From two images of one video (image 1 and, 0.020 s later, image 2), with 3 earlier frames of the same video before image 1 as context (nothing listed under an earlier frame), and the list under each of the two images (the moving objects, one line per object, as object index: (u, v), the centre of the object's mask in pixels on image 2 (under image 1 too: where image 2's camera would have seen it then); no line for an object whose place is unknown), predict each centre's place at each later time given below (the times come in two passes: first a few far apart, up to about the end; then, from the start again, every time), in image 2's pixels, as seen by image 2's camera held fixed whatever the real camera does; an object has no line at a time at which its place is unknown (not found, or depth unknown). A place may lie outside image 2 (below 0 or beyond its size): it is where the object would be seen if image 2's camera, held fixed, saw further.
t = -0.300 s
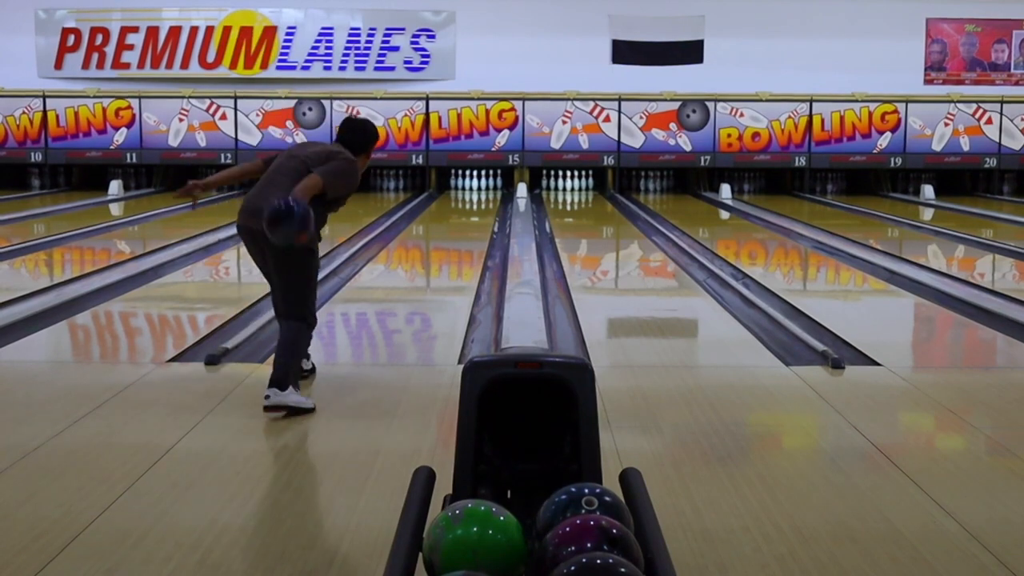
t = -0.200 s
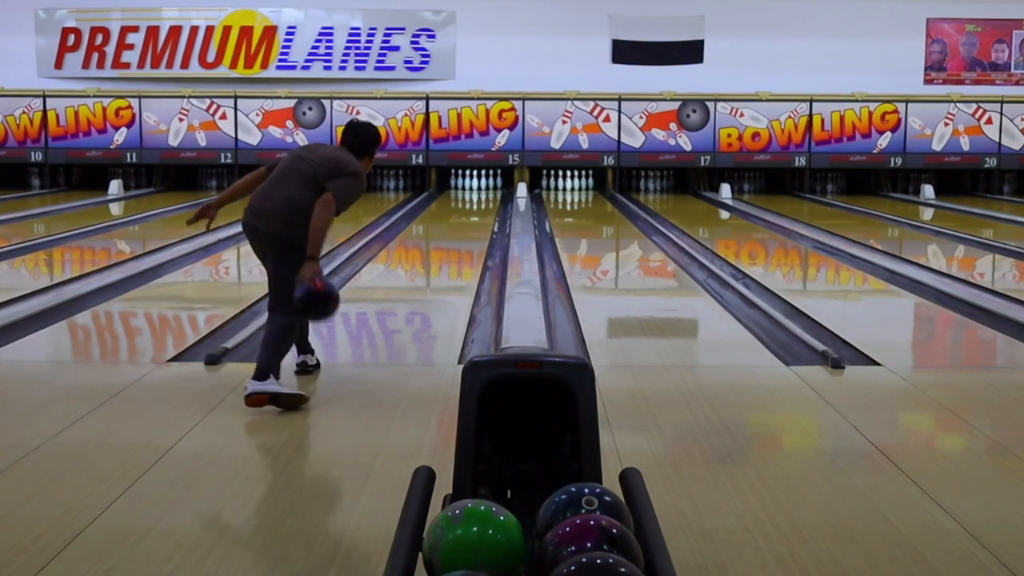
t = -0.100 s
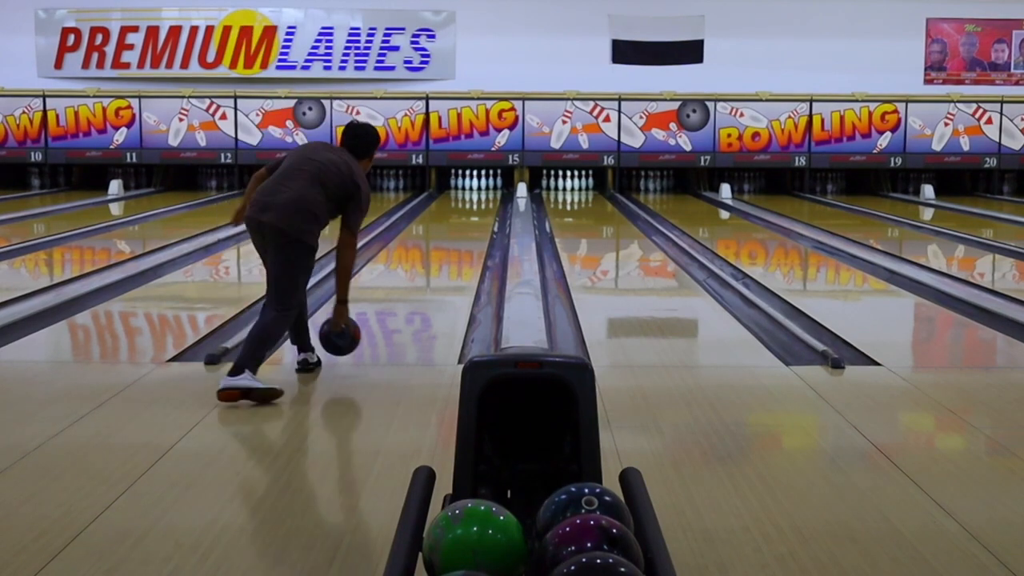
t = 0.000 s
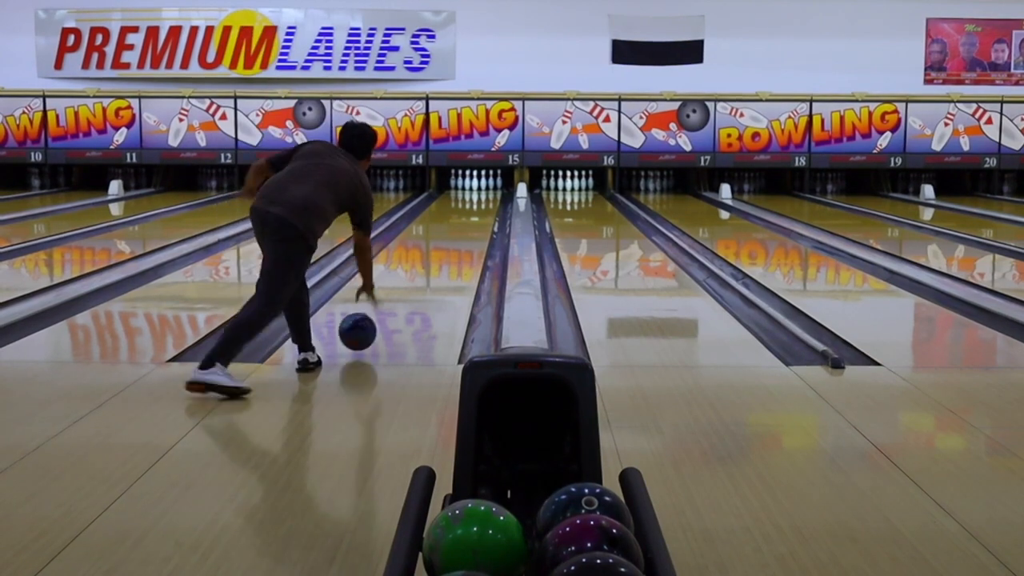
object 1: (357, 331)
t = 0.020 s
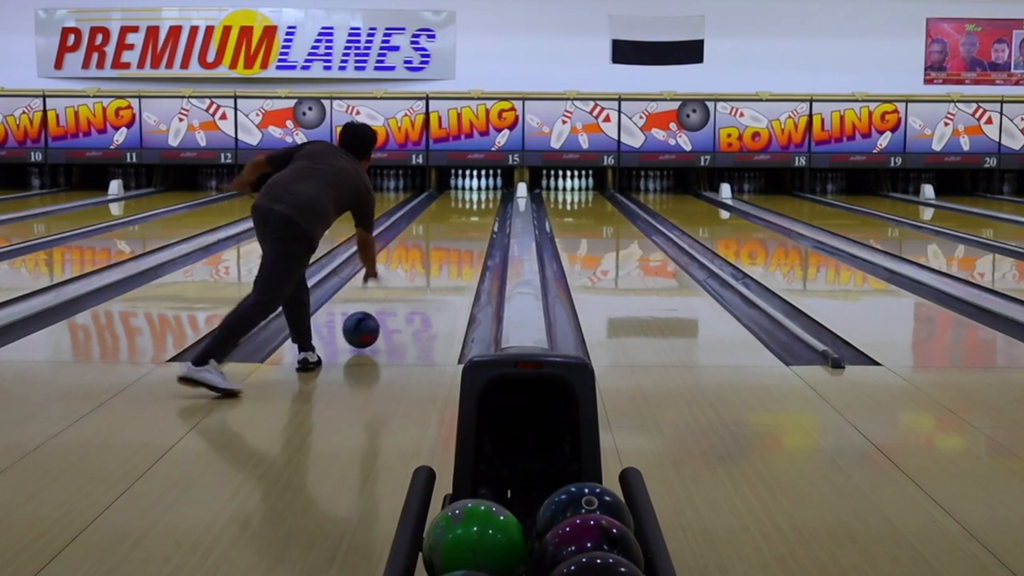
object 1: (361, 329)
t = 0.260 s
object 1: (394, 298)
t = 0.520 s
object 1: (420, 272)
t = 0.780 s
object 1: (438, 253)
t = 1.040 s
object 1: (453, 238)
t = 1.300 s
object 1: (463, 226)
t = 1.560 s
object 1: (471, 217)
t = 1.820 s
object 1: (478, 208)
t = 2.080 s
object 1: (482, 202)
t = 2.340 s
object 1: (482, 197)
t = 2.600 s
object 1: (481, 193)
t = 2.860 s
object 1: (476, 188)
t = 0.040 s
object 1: (364, 329)
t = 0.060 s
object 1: (367, 326)
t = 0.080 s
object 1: (370, 322)
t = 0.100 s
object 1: (373, 320)
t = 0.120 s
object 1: (376, 317)
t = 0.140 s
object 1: (379, 314)
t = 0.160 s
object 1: (382, 311)
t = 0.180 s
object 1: (385, 308)
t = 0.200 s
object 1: (387, 306)
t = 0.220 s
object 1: (390, 303)
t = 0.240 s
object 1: (392, 301)
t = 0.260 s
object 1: (394, 298)
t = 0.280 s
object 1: (397, 296)
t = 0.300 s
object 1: (399, 294)
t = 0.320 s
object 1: (401, 291)
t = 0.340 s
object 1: (403, 289)
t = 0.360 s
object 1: (405, 287)
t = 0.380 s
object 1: (407, 285)
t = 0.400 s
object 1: (409, 283)
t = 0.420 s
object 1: (411, 281)
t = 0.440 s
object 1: (413, 279)
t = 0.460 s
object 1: (415, 277)
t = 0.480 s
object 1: (417, 276)
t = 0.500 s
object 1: (418, 274)
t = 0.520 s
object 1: (420, 272)
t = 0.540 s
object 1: (422, 271)
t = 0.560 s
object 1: (424, 269)
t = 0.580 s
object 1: (425, 267)
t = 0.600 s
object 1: (427, 266)
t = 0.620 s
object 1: (428, 264)
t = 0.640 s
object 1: (429, 263)
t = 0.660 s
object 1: (431, 261)
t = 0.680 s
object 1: (432, 260)
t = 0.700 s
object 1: (434, 258)
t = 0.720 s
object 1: (435, 257)
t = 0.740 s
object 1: (436, 255)
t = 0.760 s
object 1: (437, 254)
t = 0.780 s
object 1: (438, 253)
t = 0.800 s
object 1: (440, 252)
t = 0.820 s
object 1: (441, 251)
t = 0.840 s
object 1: (442, 249)
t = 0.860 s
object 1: (443, 248)
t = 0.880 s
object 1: (444, 247)
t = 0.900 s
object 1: (445, 246)
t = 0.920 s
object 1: (447, 245)
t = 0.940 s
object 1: (448, 244)
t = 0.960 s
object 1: (449, 242)
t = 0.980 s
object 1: (450, 241)
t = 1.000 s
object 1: (450, 240)
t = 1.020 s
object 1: (452, 239)
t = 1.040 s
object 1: (453, 238)
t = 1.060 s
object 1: (454, 237)
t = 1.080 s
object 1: (454, 236)
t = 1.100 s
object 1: (455, 236)
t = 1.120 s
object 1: (456, 234)
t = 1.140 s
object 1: (457, 234)
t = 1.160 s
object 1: (457, 234)
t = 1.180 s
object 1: (458, 234)
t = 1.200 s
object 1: (460, 232)
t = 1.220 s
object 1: (460, 230)
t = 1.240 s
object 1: (463, 229)
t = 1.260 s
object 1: (462, 228)
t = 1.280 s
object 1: (462, 227)
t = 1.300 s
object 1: (463, 226)
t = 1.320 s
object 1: (464, 225)
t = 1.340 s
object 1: (464, 225)
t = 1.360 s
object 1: (465, 224)
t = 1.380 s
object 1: (466, 223)
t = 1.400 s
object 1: (467, 222)
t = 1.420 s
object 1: (467, 221)
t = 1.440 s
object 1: (468, 221)
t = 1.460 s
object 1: (469, 220)
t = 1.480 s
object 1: (469, 219)
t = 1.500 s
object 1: (470, 219)
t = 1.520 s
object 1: (470, 218)
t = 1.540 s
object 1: (471, 217)
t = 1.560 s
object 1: (471, 217)
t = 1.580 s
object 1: (472, 216)
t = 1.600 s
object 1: (473, 215)
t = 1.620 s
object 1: (473, 215)
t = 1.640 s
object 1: (473, 214)
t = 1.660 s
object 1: (474, 213)
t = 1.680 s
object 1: (475, 212)
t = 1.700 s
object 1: (475, 212)
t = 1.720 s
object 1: (475, 211)
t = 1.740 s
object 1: (476, 211)
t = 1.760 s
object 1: (476, 210)
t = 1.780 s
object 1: (477, 210)
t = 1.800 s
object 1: (478, 209)
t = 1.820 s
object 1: (478, 208)
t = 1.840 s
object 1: (478, 208)
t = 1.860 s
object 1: (479, 207)
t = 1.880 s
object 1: (479, 206)
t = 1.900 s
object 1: (480, 206)
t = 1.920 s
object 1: (480, 206)
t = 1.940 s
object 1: (480, 205)
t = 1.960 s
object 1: (480, 205)
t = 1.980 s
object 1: (480, 205)
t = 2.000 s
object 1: (481, 204)
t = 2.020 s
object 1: (481, 203)
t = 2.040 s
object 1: (481, 203)
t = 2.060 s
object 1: (482, 202)
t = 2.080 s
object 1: (482, 202)
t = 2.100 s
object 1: (482, 201)
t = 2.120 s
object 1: (482, 201)
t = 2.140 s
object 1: (482, 201)
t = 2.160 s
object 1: (482, 201)
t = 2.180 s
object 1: (482, 200)
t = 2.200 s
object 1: (482, 200)
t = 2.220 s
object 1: (483, 199)
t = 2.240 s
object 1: (482, 199)
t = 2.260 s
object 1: (482, 198)
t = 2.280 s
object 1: (482, 198)
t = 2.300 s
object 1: (483, 198)
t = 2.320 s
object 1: (483, 197)
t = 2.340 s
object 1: (482, 197)
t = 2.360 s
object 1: (482, 196)
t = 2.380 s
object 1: (482, 196)
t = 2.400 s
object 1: (482, 196)
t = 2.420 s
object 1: (482, 195)
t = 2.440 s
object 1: (482, 195)
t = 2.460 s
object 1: (482, 195)
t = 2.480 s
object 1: (482, 194)
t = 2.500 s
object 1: (482, 194)
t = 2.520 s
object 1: (481, 194)
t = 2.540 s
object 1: (481, 194)
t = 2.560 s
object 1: (481, 193)
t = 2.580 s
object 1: (481, 193)
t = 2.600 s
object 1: (481, 193)
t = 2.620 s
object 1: (480, 192)
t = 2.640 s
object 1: (479, 192)
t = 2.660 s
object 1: (479, 191)
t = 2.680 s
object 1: (479, 191)
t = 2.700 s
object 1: (479, 191)
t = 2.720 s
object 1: (478, 191)
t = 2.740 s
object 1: (478, 190)
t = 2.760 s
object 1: (478, 190)
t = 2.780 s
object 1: (477, 190)
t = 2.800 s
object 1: (477, 189)
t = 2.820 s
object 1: (476, 189)
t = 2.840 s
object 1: (476, 189)
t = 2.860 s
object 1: (476, 188)
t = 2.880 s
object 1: (476, 188)
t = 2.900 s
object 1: (475, 188)
